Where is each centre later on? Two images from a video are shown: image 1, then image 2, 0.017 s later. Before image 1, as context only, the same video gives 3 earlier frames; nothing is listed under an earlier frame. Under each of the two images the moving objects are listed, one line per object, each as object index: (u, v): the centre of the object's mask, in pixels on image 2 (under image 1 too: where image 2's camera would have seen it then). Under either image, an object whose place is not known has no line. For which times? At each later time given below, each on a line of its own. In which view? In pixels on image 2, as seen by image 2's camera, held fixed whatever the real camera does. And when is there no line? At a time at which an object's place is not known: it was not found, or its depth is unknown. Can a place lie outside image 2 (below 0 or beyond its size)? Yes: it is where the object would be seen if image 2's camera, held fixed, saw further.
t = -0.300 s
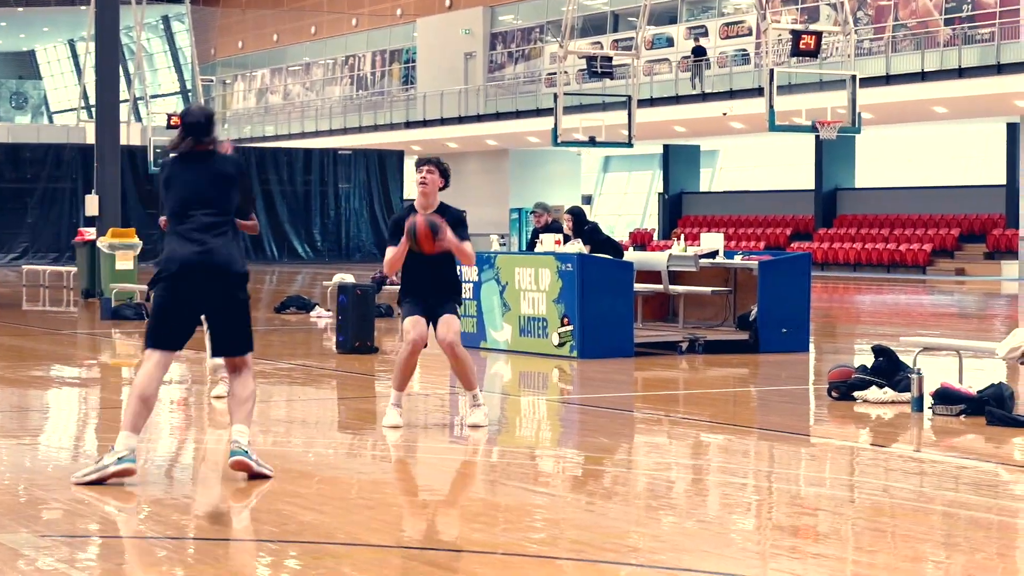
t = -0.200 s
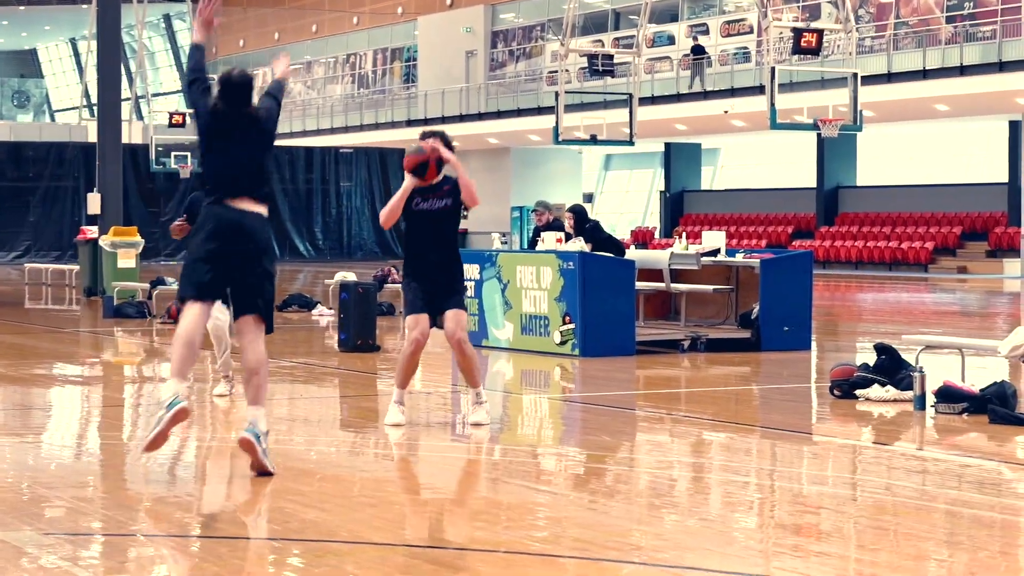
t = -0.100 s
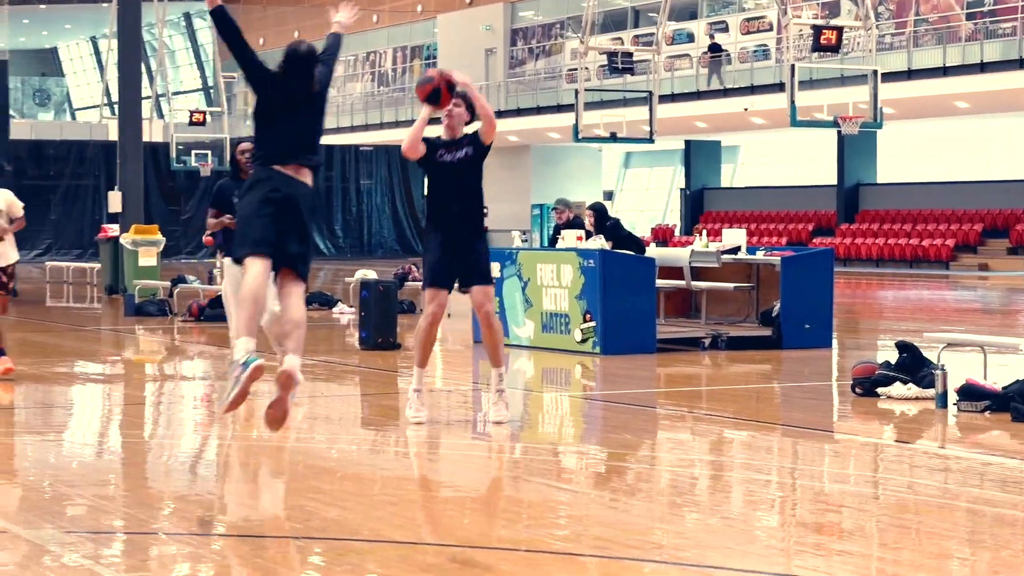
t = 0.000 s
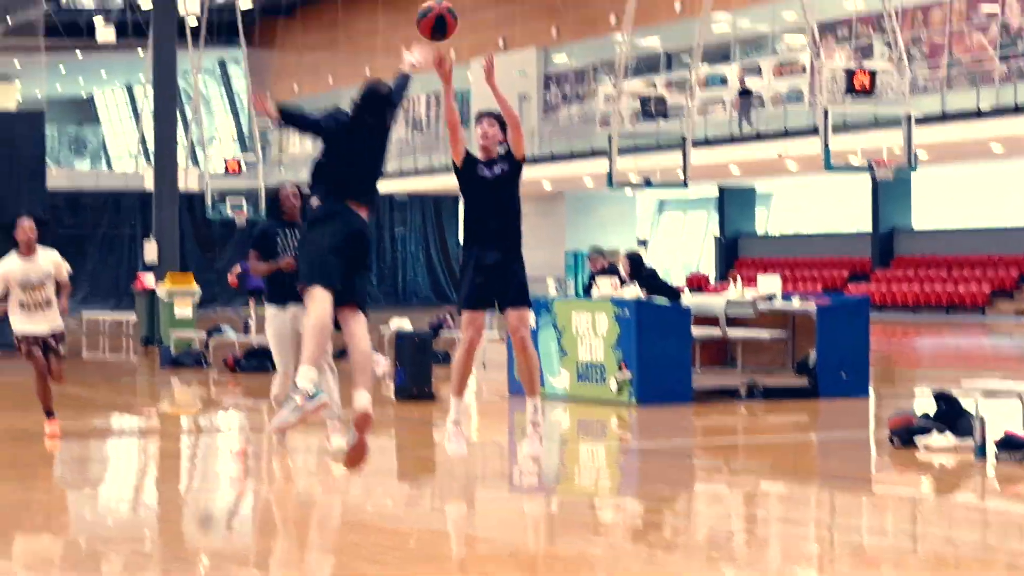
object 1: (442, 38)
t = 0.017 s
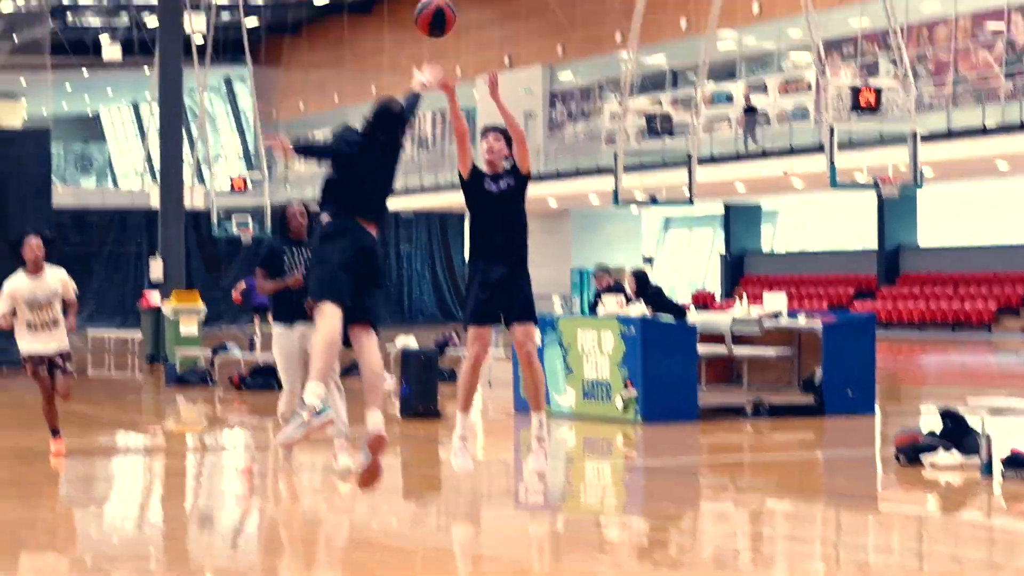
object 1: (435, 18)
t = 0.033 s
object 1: (428, -2)
